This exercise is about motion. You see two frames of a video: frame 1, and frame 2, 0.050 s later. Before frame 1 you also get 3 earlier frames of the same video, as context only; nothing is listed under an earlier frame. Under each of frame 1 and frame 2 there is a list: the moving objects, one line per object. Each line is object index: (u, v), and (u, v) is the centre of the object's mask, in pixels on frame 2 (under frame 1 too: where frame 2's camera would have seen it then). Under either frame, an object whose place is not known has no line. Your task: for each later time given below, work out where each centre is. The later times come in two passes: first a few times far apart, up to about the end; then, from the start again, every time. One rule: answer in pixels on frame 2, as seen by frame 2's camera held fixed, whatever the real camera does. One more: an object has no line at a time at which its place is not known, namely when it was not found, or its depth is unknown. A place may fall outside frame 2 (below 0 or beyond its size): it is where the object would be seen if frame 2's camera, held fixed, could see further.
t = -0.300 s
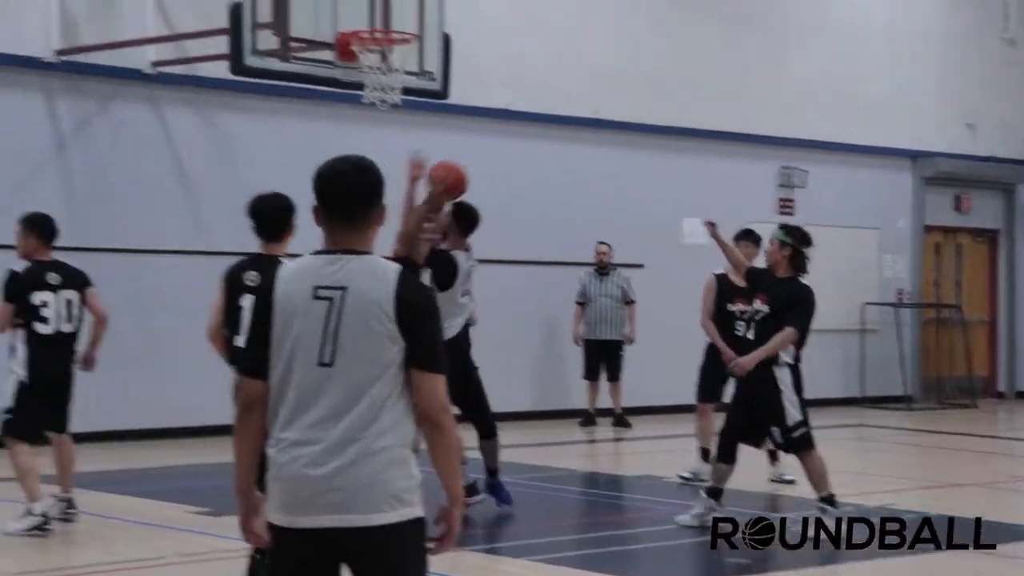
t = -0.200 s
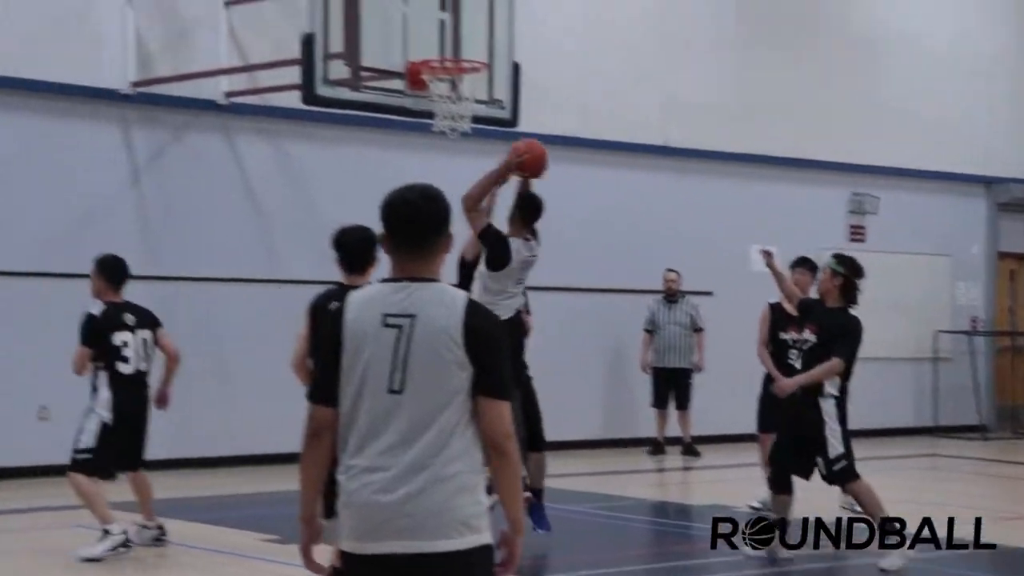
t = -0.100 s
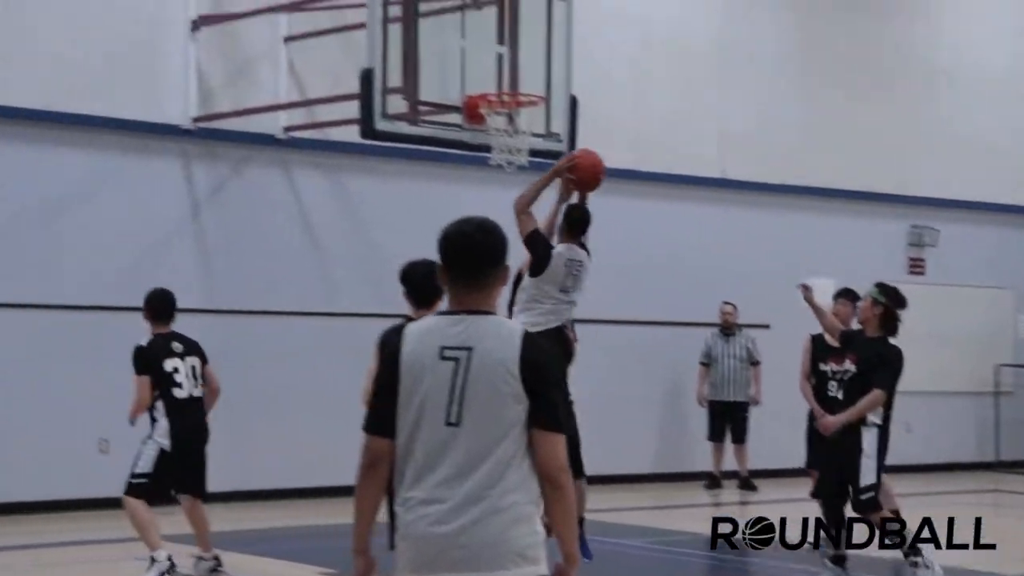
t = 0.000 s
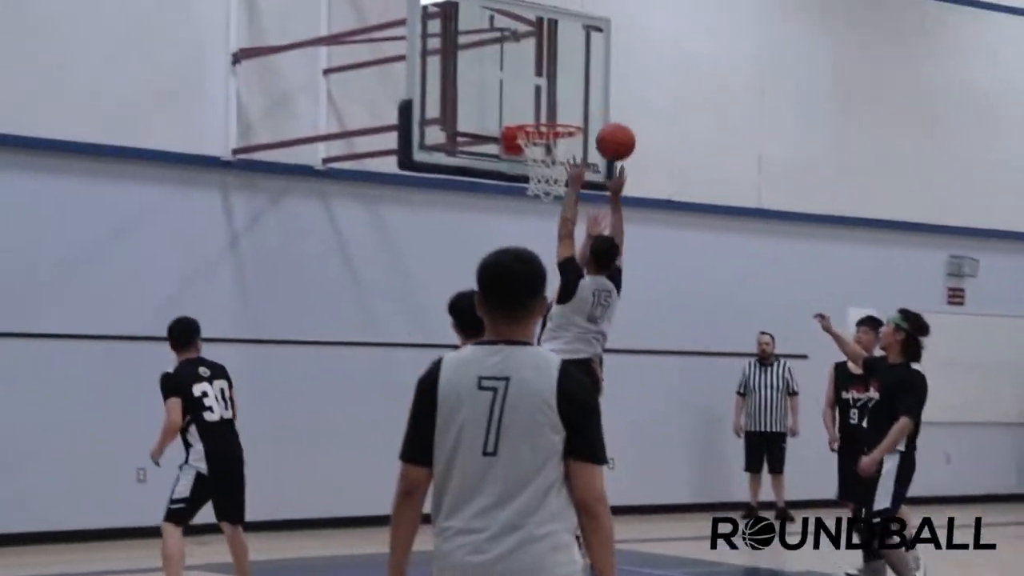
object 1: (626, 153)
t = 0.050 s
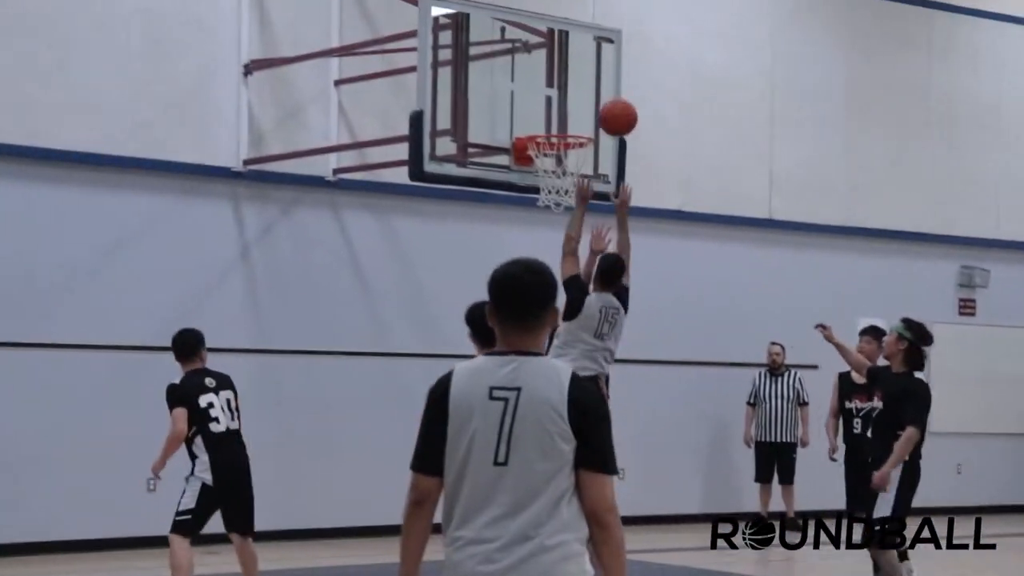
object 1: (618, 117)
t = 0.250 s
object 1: (586, 22)
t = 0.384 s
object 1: (564, 6)
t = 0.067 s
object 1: (616, 107)
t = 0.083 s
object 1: (612, 96)
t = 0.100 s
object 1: (610, 87)
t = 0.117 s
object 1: (607, 78)
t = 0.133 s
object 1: (604, 69)
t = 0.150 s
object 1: (602, 61)
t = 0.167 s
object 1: (599, 54)
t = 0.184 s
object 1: (597, 46)
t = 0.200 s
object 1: (594, 39)
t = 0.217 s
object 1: (592, 33)
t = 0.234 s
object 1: (589, 27)
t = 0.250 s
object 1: (586, 22)
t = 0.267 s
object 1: (583, 17)
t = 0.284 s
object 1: (581, 13)
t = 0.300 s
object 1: (578, 11)
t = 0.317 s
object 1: (575, 9)
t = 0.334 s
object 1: (572, 8)
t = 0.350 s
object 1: (570, 7)
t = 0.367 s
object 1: (567, 7)
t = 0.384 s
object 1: (564, 6)
